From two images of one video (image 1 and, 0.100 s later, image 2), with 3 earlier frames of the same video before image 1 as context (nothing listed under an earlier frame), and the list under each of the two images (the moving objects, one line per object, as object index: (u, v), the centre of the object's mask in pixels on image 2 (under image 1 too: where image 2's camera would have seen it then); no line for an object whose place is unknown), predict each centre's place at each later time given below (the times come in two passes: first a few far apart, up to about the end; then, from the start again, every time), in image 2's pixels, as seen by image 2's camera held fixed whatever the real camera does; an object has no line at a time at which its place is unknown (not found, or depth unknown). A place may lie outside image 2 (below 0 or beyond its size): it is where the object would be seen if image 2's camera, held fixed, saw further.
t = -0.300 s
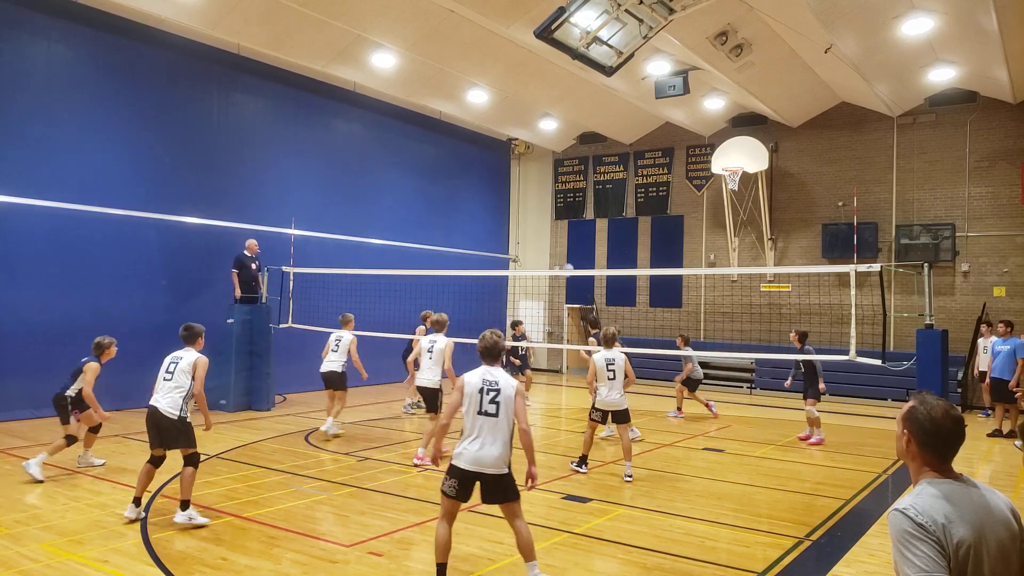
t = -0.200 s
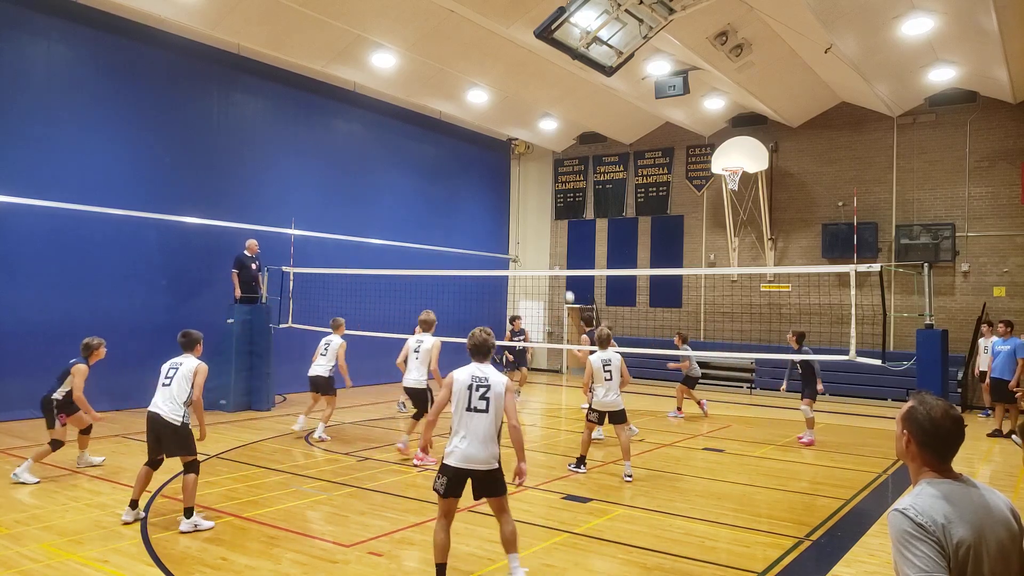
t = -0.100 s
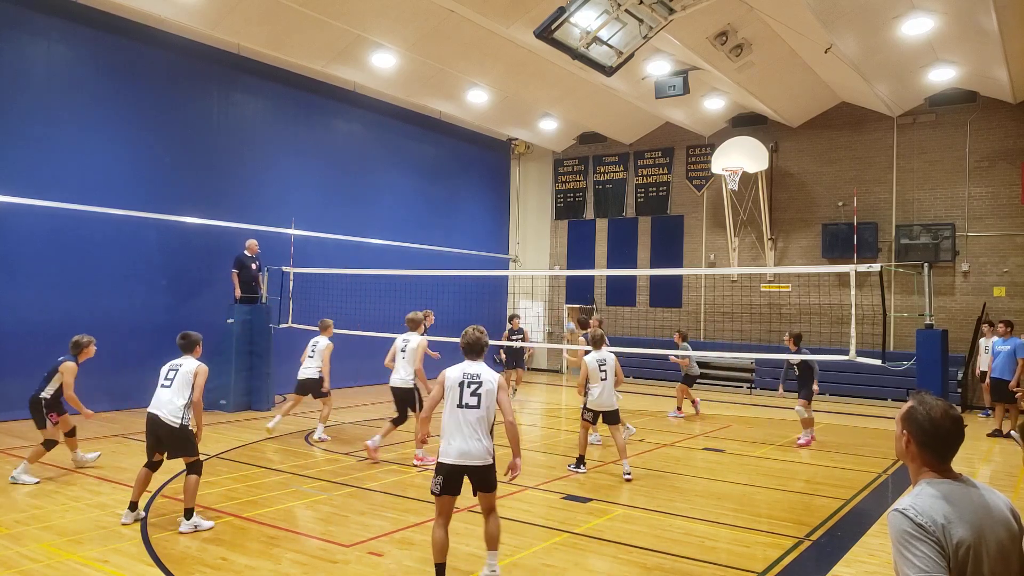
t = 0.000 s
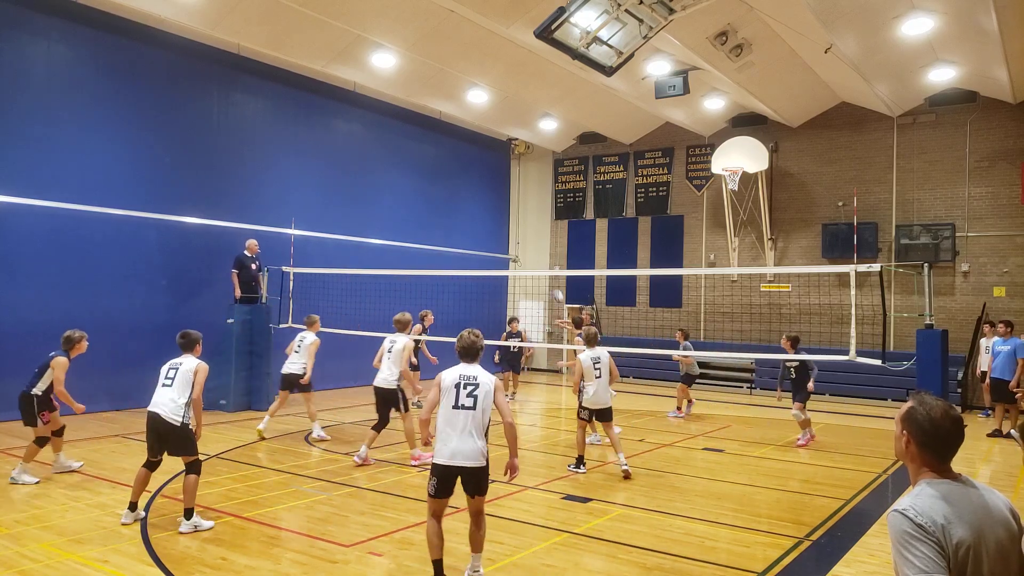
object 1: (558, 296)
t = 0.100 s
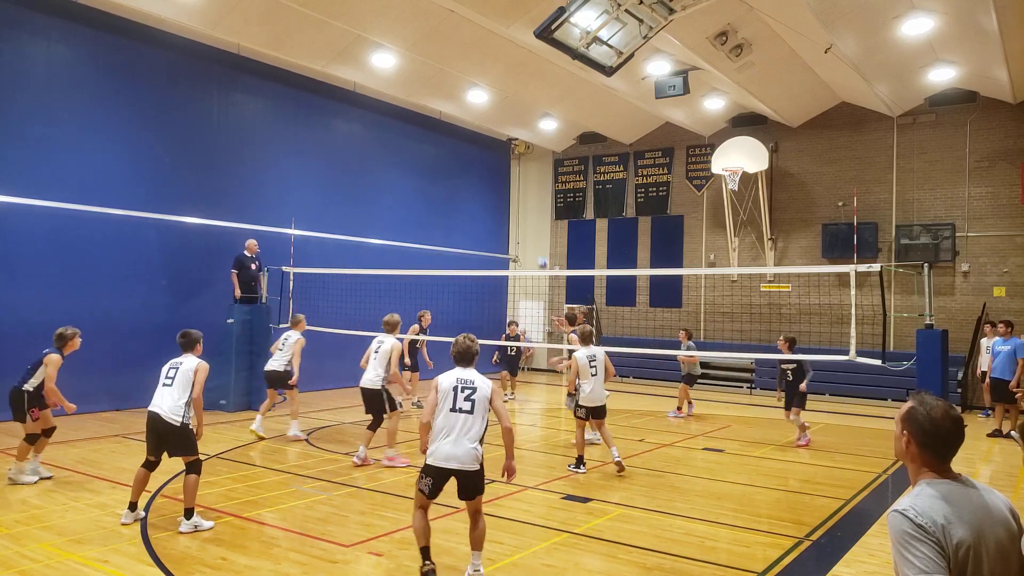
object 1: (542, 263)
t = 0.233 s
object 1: (522, 223)
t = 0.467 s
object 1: (476, 170)
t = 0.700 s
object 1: (417, 142)
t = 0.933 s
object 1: (340, 155)
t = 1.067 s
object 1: (282, 188)
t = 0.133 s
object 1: (539, 253)
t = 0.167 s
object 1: (533, 242)
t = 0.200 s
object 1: (527, 233)
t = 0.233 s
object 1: (522, 223)
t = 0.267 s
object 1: (516, 215)
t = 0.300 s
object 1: (509, 206)
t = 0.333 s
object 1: (503, 198)
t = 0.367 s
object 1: (496, 191)
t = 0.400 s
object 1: (490, 183)
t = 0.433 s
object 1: (483, 176)
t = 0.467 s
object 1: (476, 170)
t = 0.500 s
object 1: (468, 164)
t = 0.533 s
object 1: (460, 159)
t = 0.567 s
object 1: (452, 154)
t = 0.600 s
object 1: (445, 150)
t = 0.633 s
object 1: (436, 147)
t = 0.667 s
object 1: (427, 144)
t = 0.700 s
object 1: (417, 142)
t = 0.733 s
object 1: (408, 141)
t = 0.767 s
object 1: (398, 141)
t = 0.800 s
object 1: (387, 141)
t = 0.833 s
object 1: (376, 143)
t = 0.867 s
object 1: (365, 145)
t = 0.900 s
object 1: (353, 150)
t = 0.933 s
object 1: (340, 155)
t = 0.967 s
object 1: (327, 161)
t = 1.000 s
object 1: (313, 168)
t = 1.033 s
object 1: (298, 178)
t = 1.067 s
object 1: (282, 188)
